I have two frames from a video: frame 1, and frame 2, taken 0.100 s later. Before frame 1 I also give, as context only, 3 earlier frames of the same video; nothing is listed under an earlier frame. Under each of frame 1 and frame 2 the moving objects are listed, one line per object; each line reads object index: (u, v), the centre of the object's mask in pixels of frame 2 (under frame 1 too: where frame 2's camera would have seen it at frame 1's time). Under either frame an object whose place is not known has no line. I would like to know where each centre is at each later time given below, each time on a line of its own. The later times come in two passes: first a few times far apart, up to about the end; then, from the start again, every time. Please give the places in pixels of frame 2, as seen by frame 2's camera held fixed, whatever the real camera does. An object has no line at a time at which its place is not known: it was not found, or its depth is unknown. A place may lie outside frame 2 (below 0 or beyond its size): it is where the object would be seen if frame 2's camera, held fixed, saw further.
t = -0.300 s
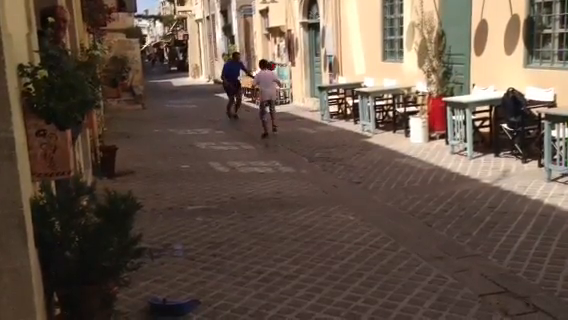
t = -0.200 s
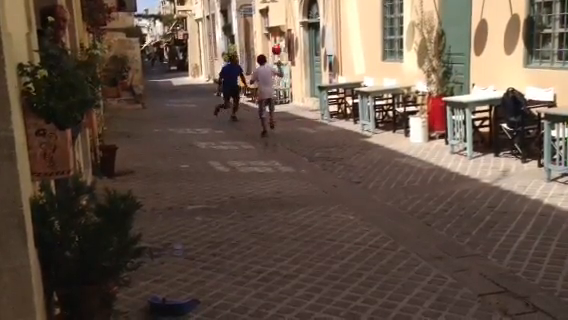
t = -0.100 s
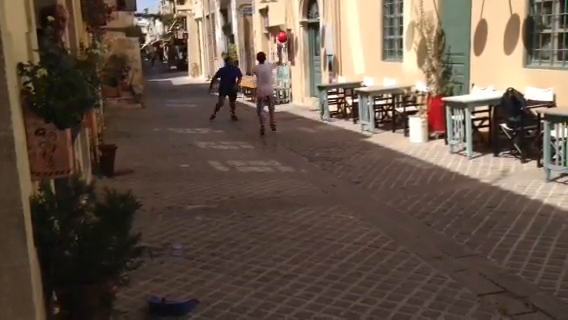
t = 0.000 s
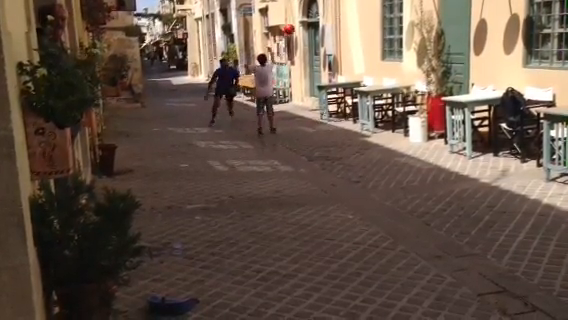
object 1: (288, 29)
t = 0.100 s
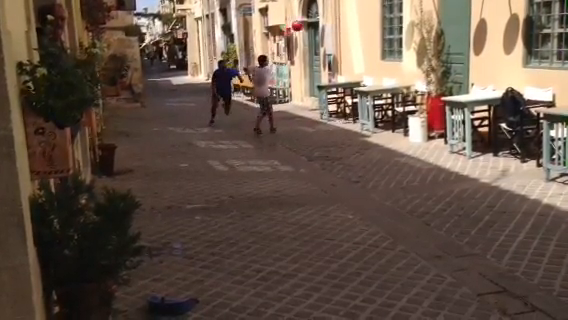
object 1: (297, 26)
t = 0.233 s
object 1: (308, 29)
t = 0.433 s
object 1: (327, 58)
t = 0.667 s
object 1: (354, 128)
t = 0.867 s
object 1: (364, 126)
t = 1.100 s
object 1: (380, 121)
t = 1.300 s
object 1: (391, 147)
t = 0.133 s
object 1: (299, 26)
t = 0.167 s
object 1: (302, 25)
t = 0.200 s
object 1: (305, 27)
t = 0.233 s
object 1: (308, 29)
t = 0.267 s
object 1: (311, 32)
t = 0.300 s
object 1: (314, 36)
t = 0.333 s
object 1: (318, 40)
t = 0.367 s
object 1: (321, 45)
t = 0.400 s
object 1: (324, 51)
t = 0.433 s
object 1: (327, 58)
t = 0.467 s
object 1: (331, 65)
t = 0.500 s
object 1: (334, 73)
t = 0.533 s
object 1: (338, 82)
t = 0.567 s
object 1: (342, 92)
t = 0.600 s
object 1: (346, 103)
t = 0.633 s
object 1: (349, 116)
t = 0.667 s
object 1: (354, 128)
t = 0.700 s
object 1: (357, 143)
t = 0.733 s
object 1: (359, 143)
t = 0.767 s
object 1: (361, 138)
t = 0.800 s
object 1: (362, 134)
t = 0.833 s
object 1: (364, 129)
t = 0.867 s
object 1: (364, 126)
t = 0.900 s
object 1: (365, 123)
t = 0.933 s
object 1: (369, 120)
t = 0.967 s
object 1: (372, 118)
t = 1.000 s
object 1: (374, 117)
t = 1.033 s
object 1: (376, 118)
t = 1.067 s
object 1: (378, 120)
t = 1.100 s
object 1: (380, 121)
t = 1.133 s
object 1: (382, 122)
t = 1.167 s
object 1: (383, 125)
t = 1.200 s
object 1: (385, 130)
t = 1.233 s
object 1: (387, 134)
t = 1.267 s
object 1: (389, 140)
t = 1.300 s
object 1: (391, 147)
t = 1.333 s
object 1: (393, 155)
